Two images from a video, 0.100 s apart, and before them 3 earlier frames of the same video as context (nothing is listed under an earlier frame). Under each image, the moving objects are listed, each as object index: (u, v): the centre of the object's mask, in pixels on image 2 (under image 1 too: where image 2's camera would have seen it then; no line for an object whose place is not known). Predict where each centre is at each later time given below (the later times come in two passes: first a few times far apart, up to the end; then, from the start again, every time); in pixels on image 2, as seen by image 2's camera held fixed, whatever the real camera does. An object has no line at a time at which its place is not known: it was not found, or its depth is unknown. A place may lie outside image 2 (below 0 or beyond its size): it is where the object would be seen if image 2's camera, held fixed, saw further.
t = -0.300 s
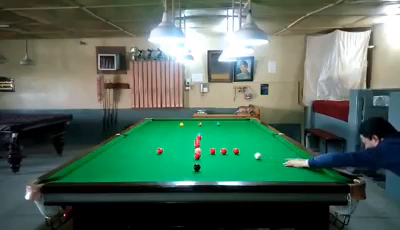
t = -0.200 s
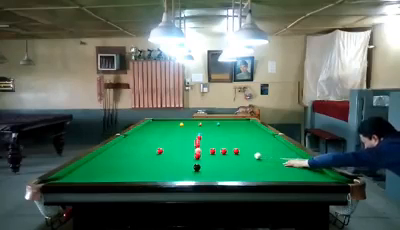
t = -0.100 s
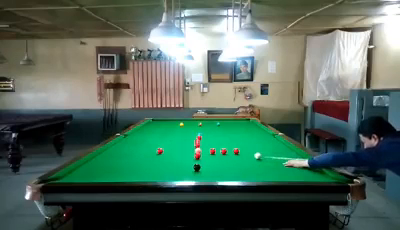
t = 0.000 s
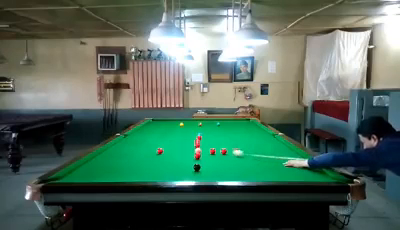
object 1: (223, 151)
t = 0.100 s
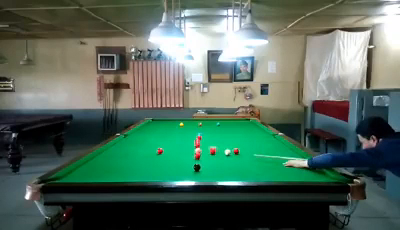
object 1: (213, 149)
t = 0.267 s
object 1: (189, 145)
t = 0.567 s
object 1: (158, 140)
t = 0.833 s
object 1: (135, 137)
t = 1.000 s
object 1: (123, 133)
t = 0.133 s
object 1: (207, 148)
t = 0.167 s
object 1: (203, 147)
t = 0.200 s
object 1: (199, 145)
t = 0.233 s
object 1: (193, 146)
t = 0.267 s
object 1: (189, 145)
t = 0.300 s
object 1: (186, 145)
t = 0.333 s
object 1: (182, 144)
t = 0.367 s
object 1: (178, 144)
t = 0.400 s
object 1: (175, 143)
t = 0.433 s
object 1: (171, 142)
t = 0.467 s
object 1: (168, 142)
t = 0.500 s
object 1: (164, 141)
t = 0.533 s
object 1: (162, 141)
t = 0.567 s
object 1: (158, 140)
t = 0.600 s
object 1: (155, 140)
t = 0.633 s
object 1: (152, 139)
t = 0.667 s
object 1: (149, 139)
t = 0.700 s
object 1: (146, 138)
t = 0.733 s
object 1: (143, 138)
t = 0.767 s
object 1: (141, 138)
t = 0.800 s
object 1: (138, 137)
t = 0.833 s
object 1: (135, 137)
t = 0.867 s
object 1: (132, 136)
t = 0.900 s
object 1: (130, 136)
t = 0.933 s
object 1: (127, 135)
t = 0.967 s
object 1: (125, 135)
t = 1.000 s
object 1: (123, 133)
